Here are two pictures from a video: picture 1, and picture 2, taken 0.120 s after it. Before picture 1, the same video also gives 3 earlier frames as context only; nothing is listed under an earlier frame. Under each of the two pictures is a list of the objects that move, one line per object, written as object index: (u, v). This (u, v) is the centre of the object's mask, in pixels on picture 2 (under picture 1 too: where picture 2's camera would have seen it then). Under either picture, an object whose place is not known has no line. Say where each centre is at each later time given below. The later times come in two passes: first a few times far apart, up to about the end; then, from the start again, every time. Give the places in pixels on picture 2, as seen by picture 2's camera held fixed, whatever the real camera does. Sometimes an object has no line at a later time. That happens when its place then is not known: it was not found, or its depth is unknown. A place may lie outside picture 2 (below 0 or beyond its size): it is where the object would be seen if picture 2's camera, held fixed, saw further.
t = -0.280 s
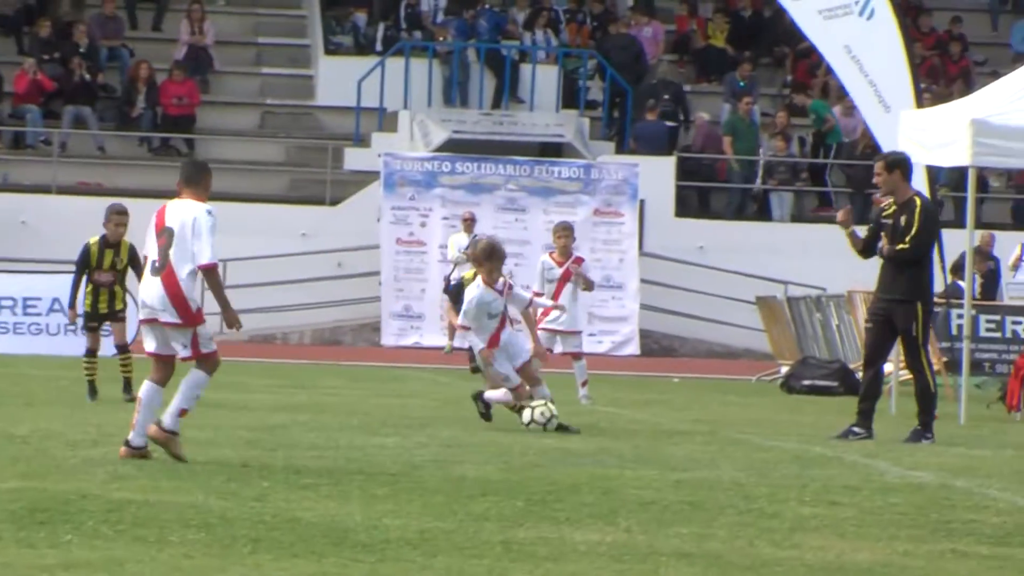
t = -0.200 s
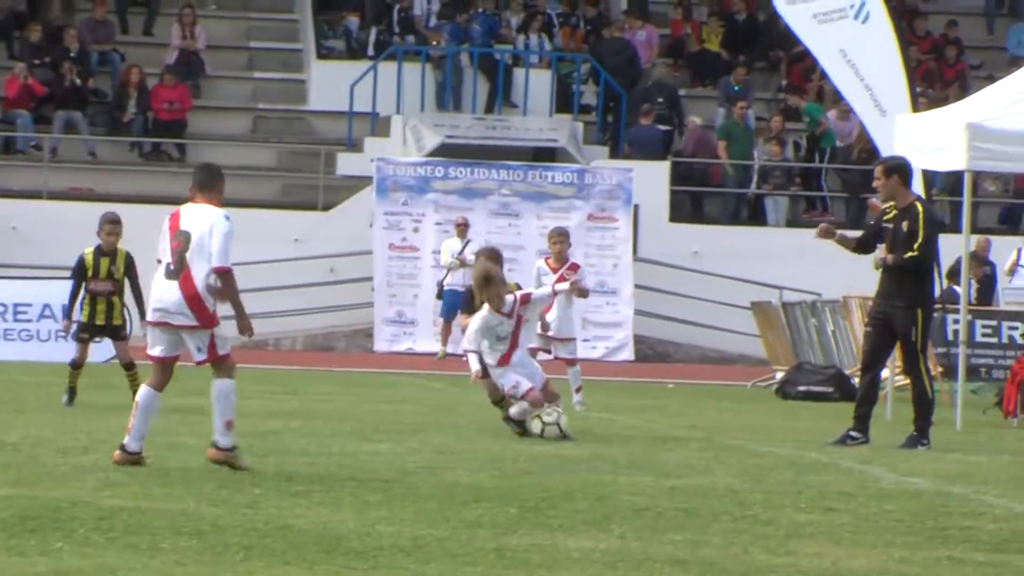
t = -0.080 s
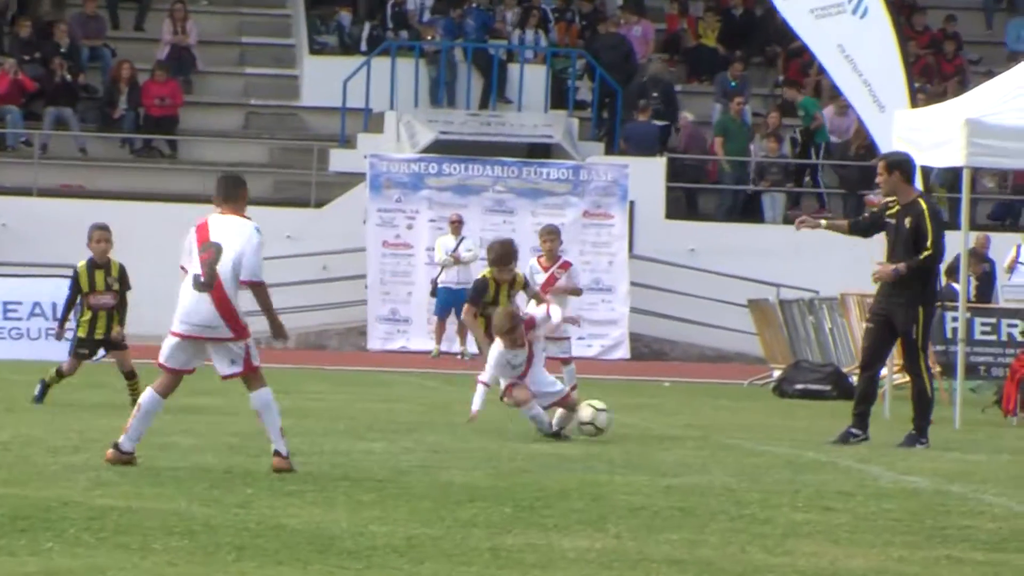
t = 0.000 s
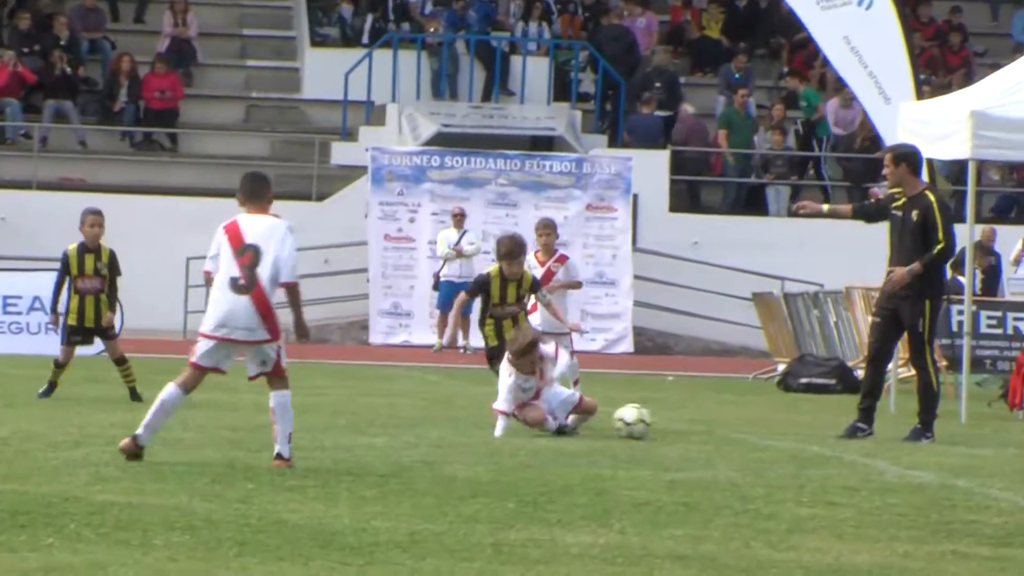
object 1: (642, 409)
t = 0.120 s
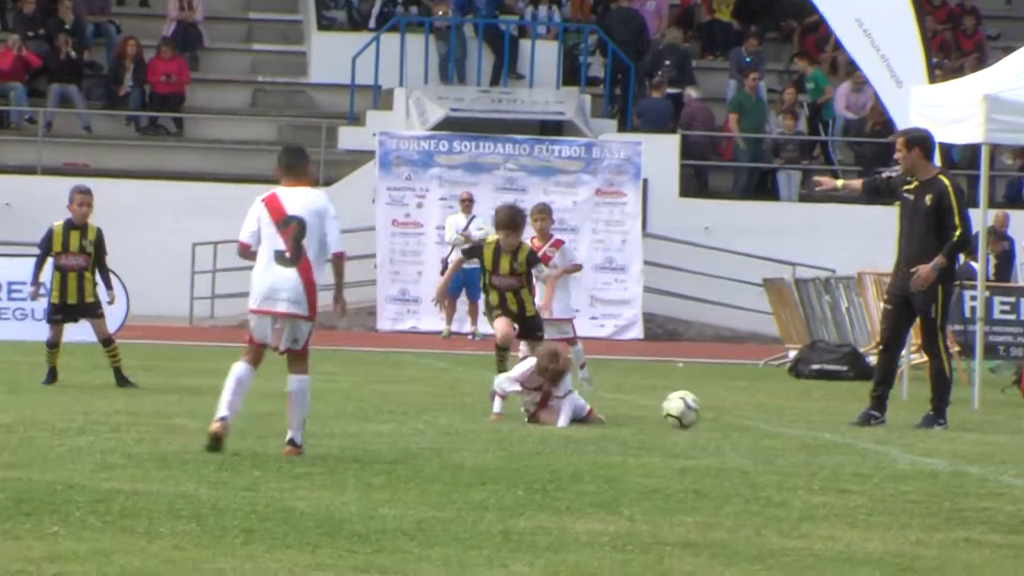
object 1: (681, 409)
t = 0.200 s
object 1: (704, 413)
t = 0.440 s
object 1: (769, 419)
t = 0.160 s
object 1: (692, 410)
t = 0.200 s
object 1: (704, 413)
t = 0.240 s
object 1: (715, 416)
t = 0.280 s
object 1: (727, 415)
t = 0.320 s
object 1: (737, 414)
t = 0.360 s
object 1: (748, 415)
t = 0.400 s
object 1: (759, 417)
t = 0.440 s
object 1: (769, 419)
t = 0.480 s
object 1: (781, 420)
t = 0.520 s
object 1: (792, 419)
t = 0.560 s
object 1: (801, 420)
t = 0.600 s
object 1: (812, 423)
